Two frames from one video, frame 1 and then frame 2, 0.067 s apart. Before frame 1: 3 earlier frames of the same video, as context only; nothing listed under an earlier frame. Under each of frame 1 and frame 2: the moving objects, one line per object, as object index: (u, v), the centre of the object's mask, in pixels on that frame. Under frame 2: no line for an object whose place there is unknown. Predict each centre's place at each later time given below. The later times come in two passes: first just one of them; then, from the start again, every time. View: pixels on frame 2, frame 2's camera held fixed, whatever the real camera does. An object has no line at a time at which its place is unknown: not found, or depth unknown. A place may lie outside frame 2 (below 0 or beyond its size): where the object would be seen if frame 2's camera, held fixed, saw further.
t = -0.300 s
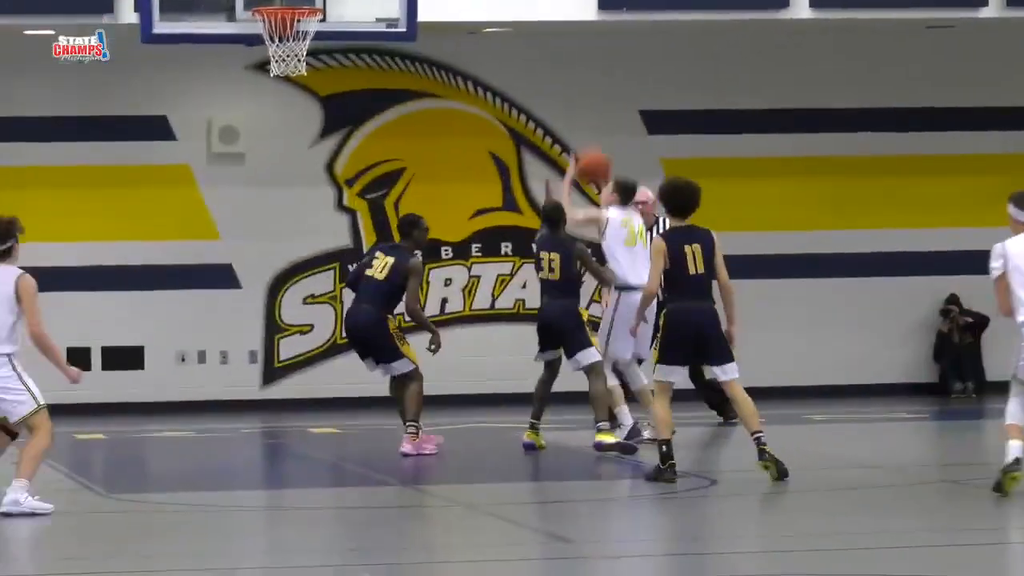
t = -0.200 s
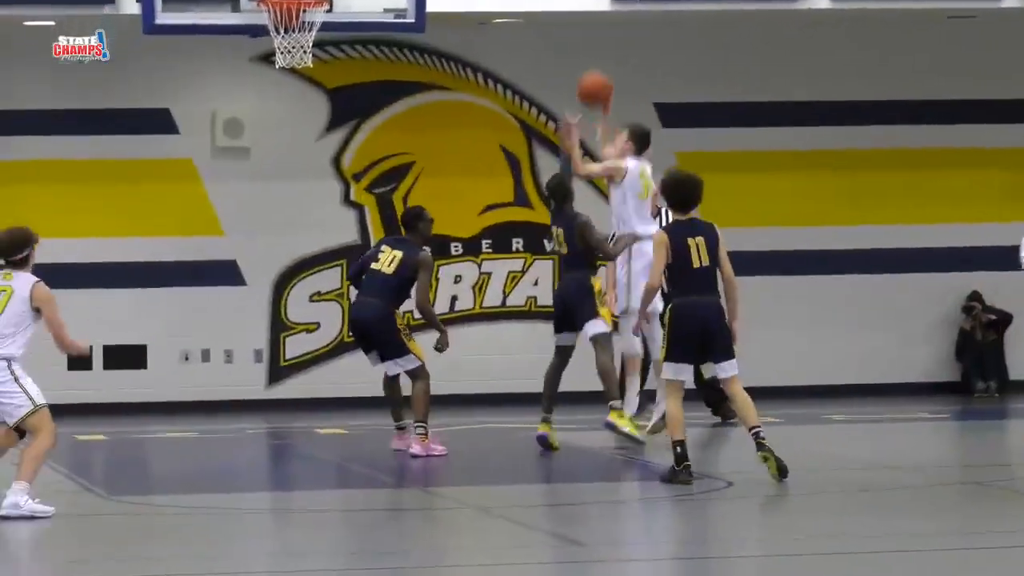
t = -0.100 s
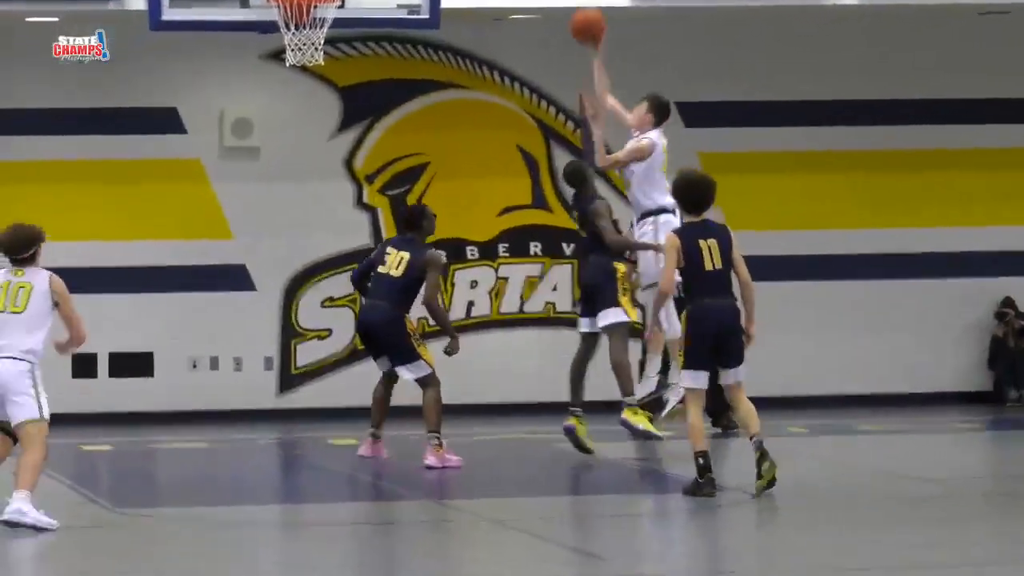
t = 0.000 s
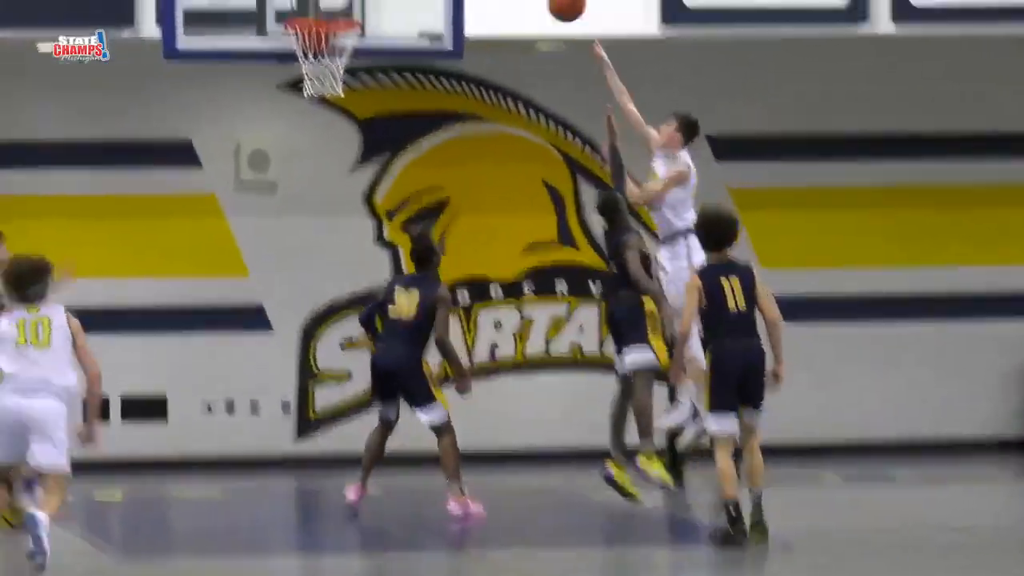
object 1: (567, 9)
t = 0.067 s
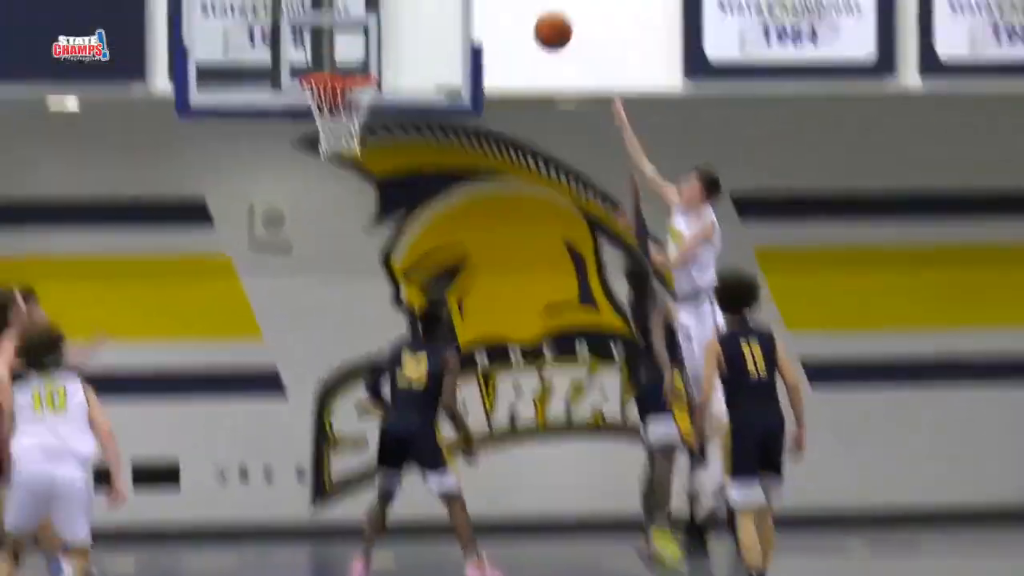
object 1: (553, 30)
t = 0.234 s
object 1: (469, -3)
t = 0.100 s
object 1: (536, 20)
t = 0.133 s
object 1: (519, 11)
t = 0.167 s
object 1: (502, 4)
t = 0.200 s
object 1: (486, -1)
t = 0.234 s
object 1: (469, -3)
